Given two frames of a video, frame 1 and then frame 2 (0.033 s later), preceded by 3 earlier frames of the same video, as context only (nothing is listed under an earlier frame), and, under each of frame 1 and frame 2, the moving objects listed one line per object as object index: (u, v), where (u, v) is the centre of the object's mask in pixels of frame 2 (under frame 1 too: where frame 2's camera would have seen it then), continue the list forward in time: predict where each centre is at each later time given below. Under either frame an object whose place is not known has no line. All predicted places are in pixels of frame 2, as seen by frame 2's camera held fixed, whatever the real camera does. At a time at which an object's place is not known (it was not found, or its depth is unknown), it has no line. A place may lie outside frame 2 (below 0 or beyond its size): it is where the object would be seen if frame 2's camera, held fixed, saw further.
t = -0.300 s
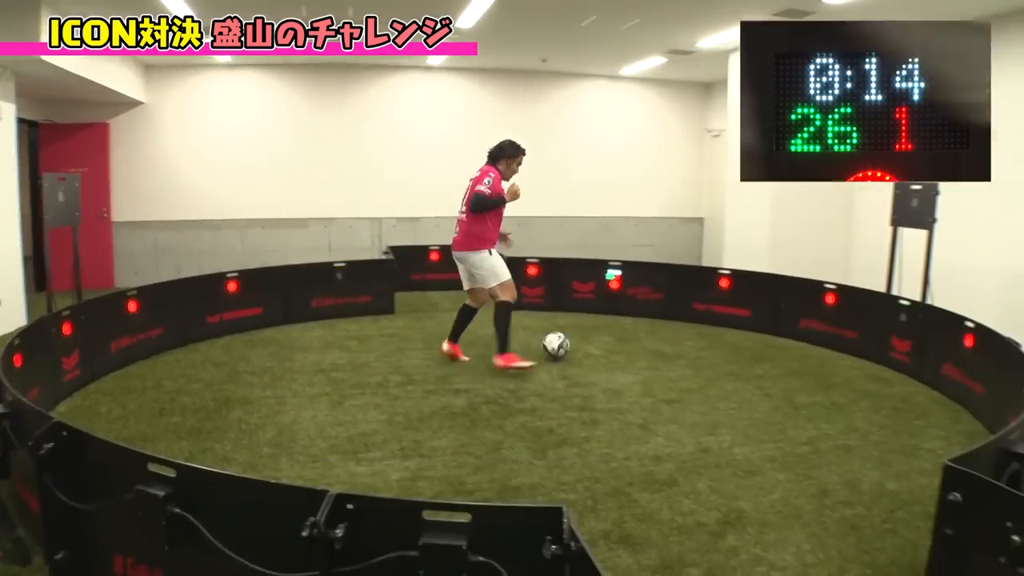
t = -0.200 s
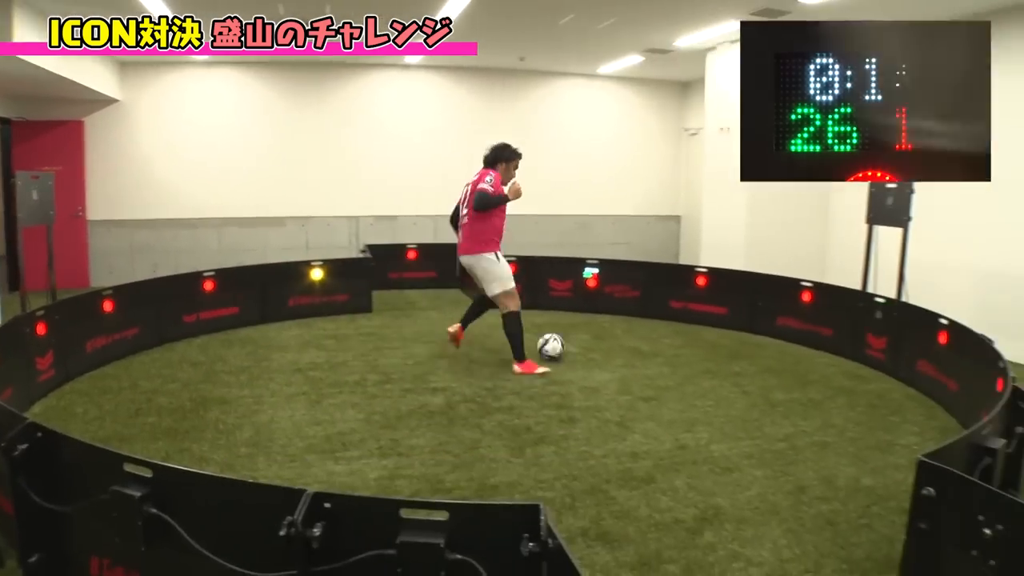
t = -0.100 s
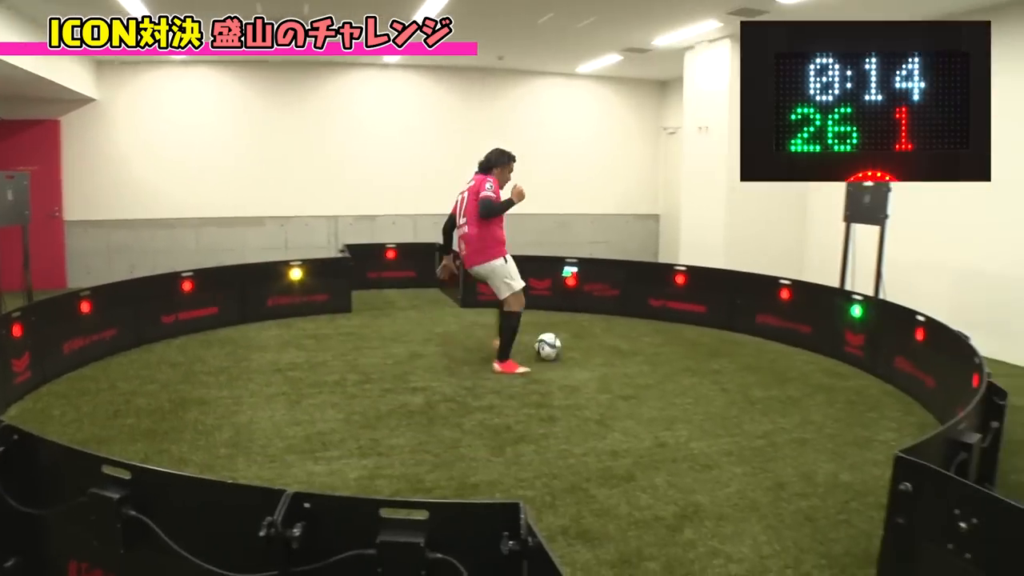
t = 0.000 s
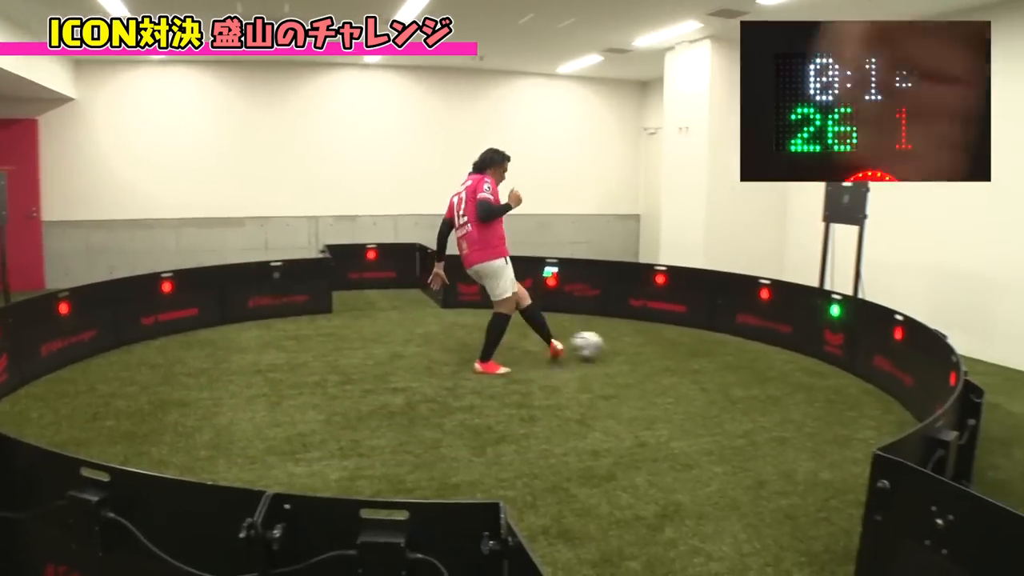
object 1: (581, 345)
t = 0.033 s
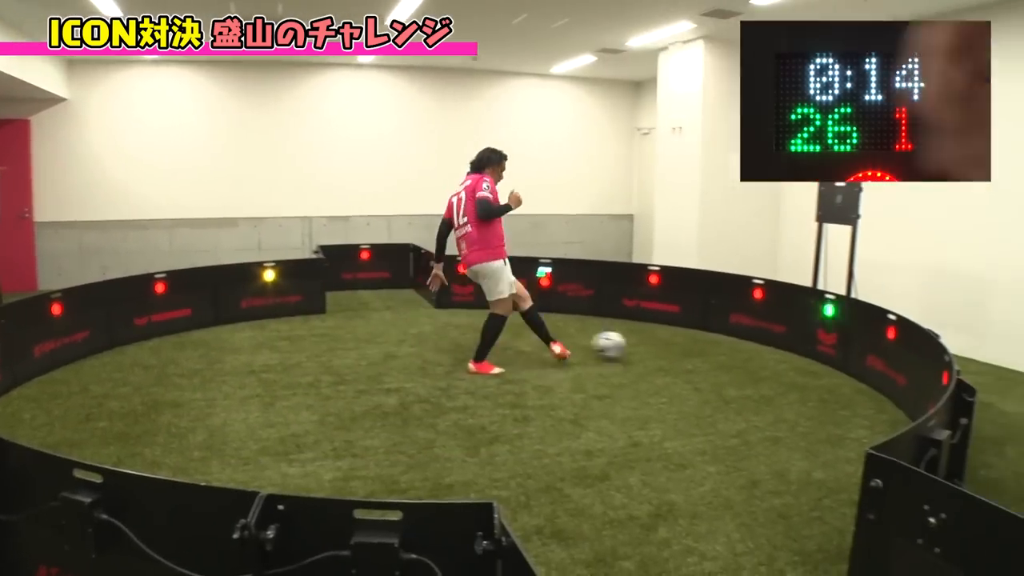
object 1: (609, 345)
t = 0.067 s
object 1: (637, 347)
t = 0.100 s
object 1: (665, 348)
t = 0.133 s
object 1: (689, 348)
